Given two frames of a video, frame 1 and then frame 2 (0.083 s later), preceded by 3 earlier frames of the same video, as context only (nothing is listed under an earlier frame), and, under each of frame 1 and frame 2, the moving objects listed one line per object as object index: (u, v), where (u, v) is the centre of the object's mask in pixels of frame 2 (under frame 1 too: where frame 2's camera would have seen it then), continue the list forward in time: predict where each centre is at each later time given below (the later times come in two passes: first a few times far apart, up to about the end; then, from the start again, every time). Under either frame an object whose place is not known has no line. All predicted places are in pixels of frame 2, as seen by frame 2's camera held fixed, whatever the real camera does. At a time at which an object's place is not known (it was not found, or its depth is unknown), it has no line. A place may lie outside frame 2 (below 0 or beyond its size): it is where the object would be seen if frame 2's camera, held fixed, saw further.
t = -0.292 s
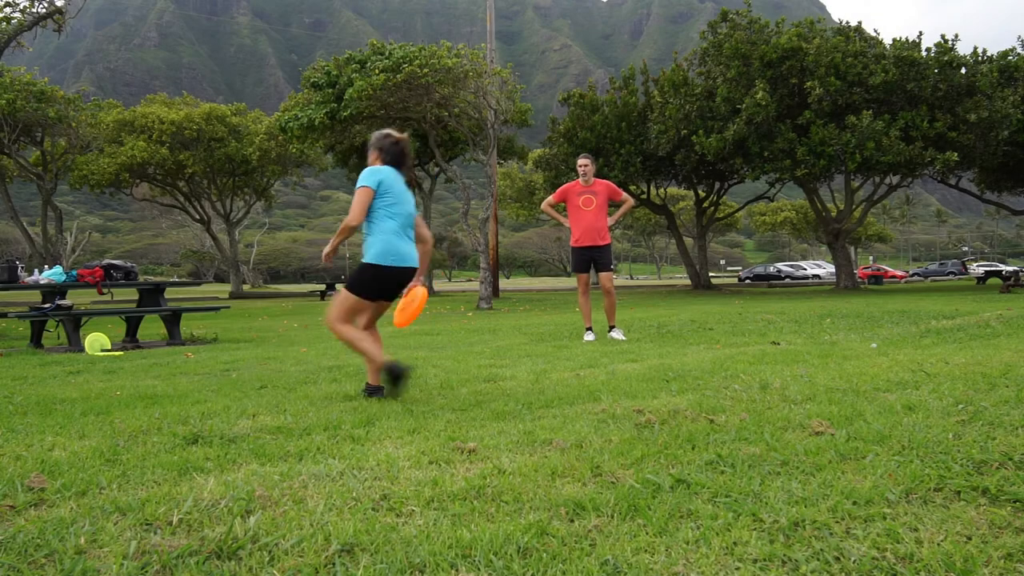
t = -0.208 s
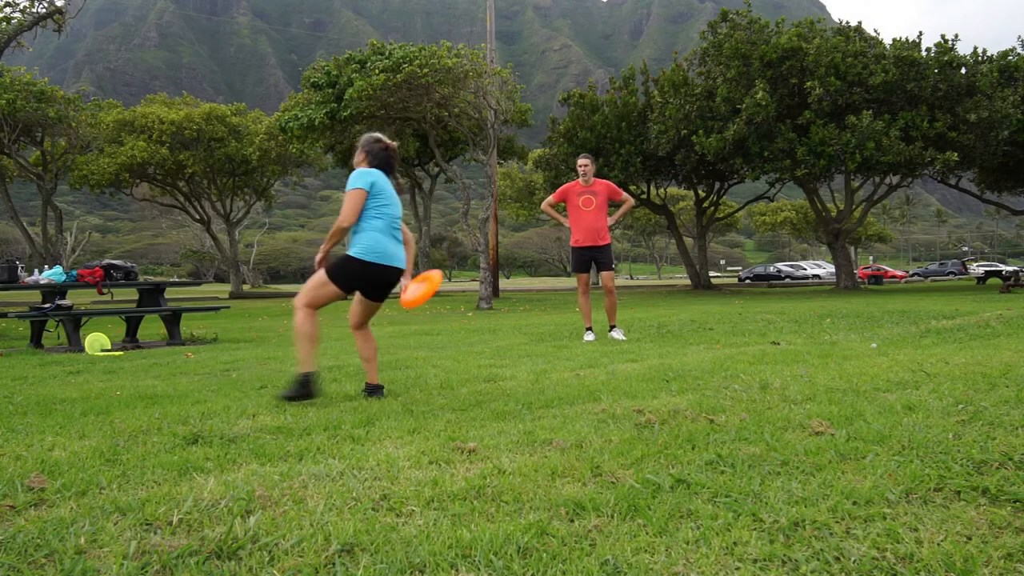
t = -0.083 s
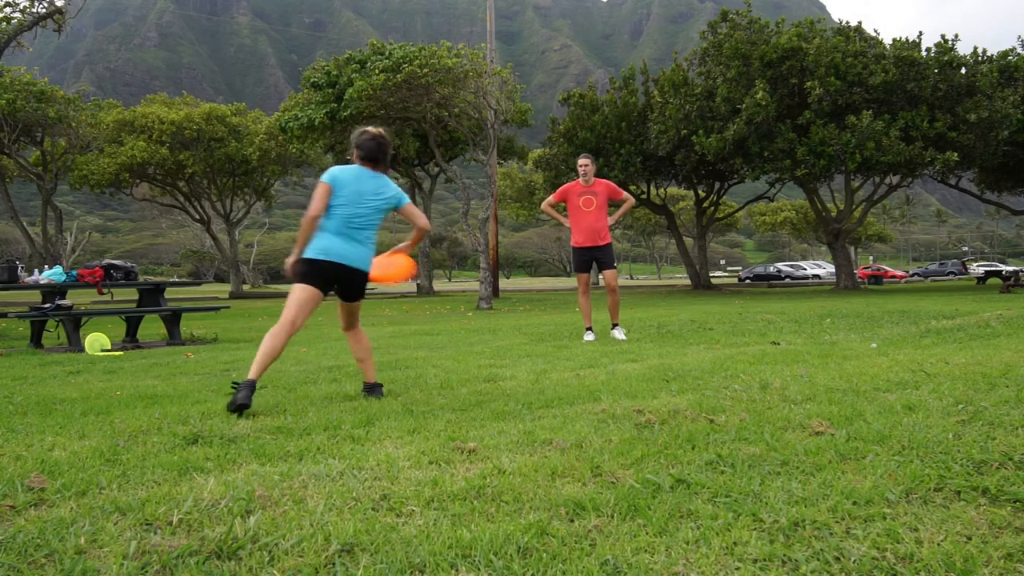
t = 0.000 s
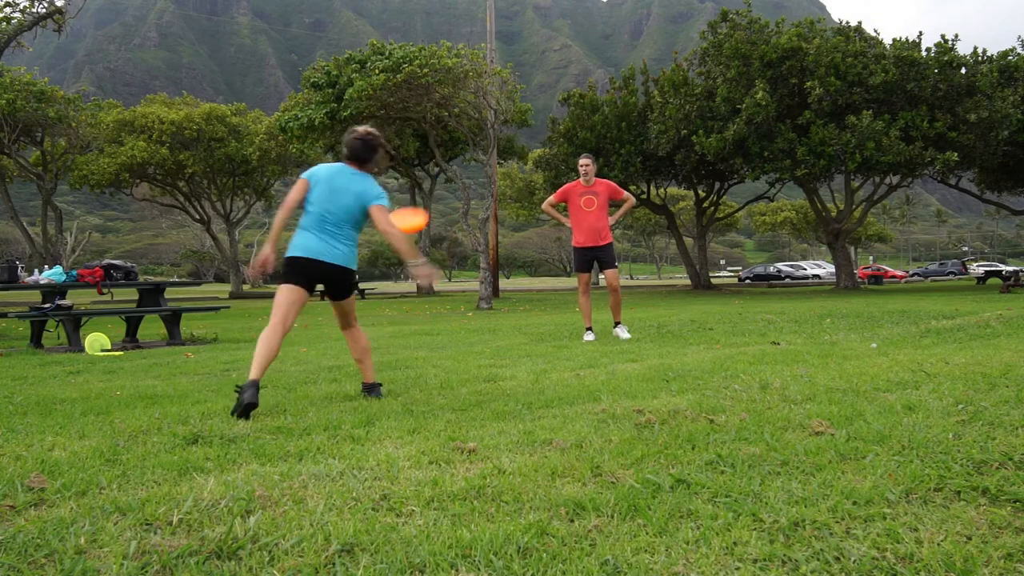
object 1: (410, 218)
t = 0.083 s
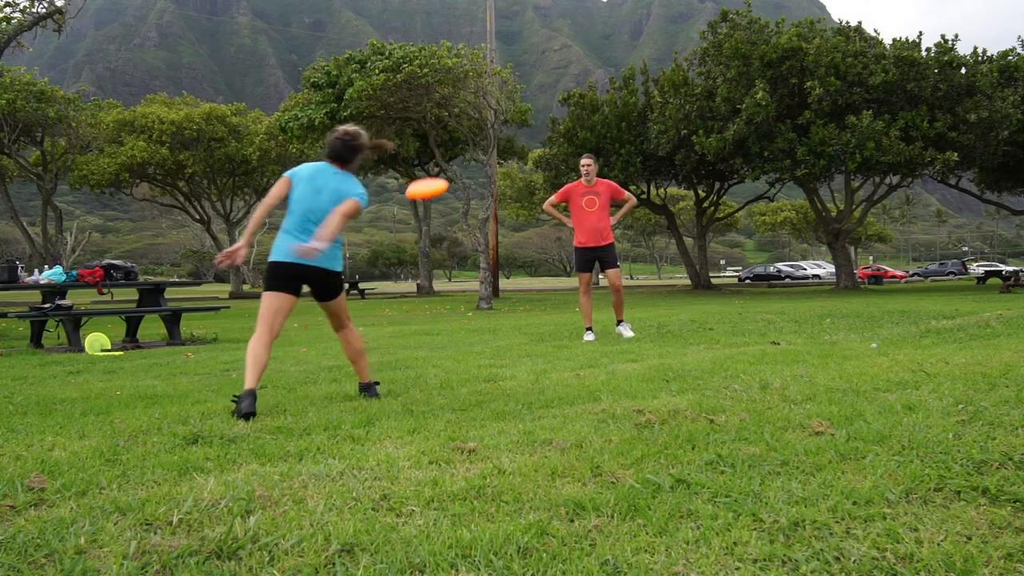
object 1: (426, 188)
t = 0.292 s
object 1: (468, 150)
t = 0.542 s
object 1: (501, 152)
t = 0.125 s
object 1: (436, 177)
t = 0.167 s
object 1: (445, 167)
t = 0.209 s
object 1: (454, 159)
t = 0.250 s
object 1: (461, 153)
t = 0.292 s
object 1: (468, 150)
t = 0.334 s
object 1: (474, 148)
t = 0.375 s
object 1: (480, 147)
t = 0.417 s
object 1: (486, 146)
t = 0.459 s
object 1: (491, 147)
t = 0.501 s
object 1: (496, 149)
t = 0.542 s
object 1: (501, 152)
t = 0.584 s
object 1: (505, 155)
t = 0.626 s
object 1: (509, 158)
